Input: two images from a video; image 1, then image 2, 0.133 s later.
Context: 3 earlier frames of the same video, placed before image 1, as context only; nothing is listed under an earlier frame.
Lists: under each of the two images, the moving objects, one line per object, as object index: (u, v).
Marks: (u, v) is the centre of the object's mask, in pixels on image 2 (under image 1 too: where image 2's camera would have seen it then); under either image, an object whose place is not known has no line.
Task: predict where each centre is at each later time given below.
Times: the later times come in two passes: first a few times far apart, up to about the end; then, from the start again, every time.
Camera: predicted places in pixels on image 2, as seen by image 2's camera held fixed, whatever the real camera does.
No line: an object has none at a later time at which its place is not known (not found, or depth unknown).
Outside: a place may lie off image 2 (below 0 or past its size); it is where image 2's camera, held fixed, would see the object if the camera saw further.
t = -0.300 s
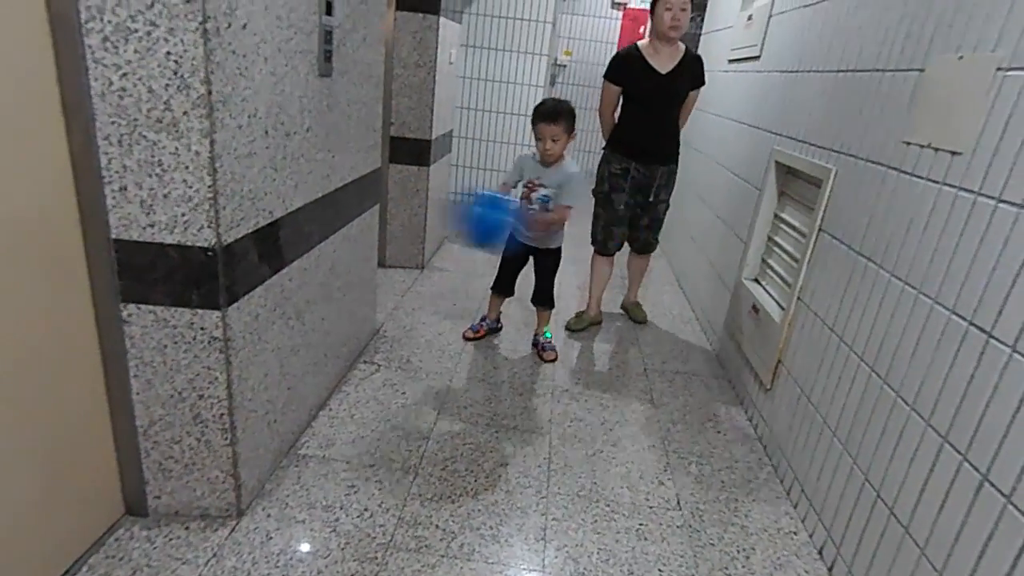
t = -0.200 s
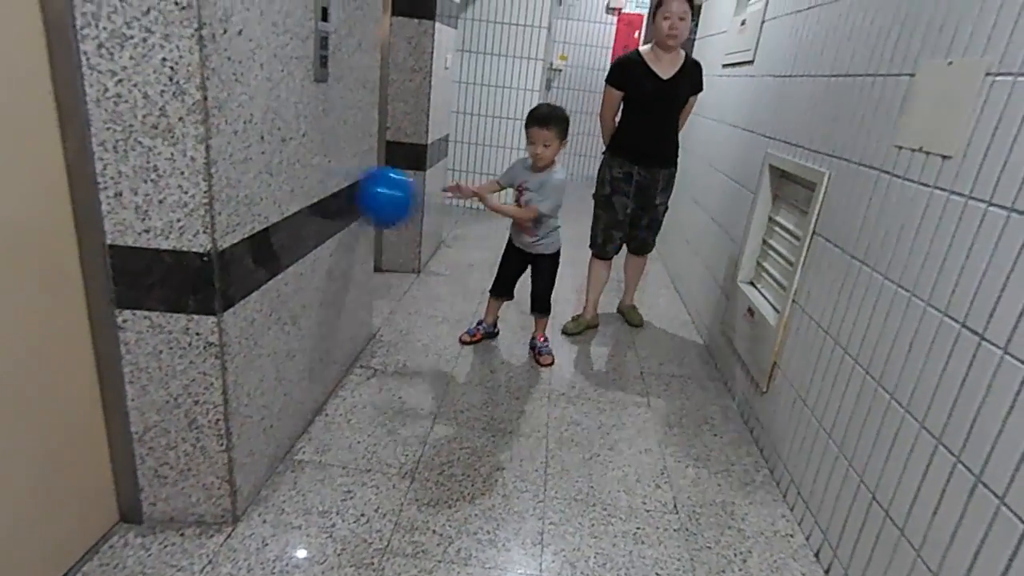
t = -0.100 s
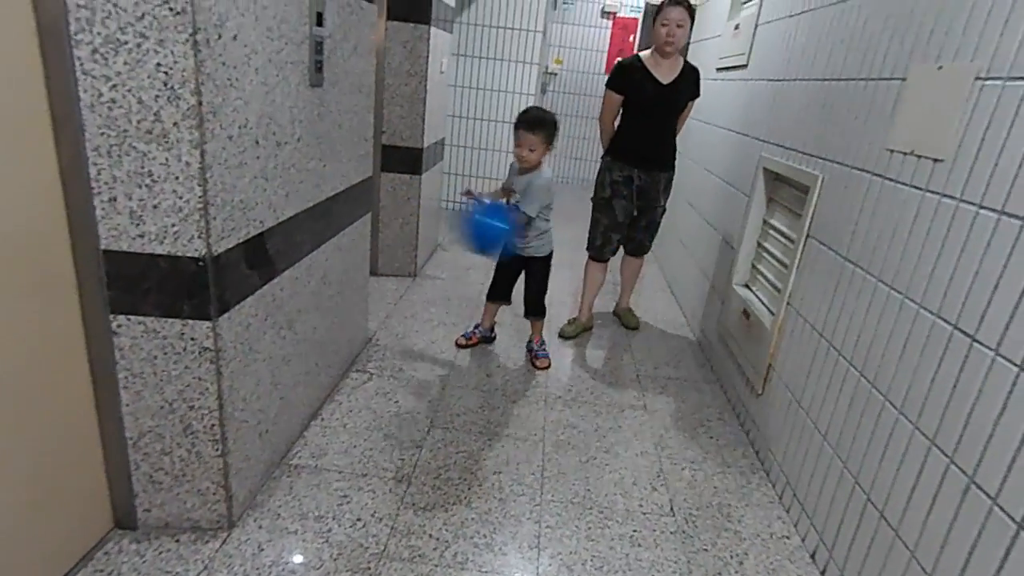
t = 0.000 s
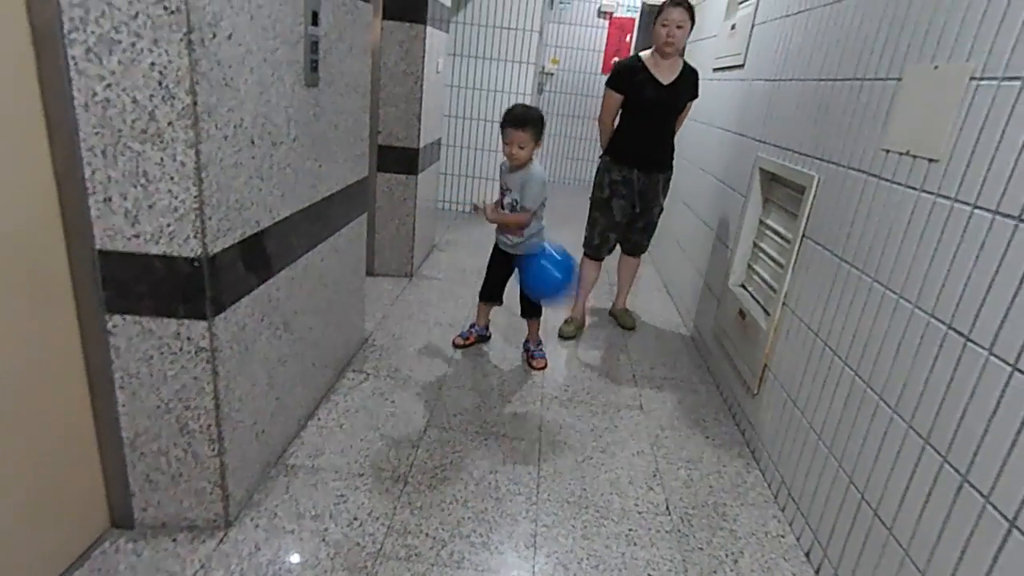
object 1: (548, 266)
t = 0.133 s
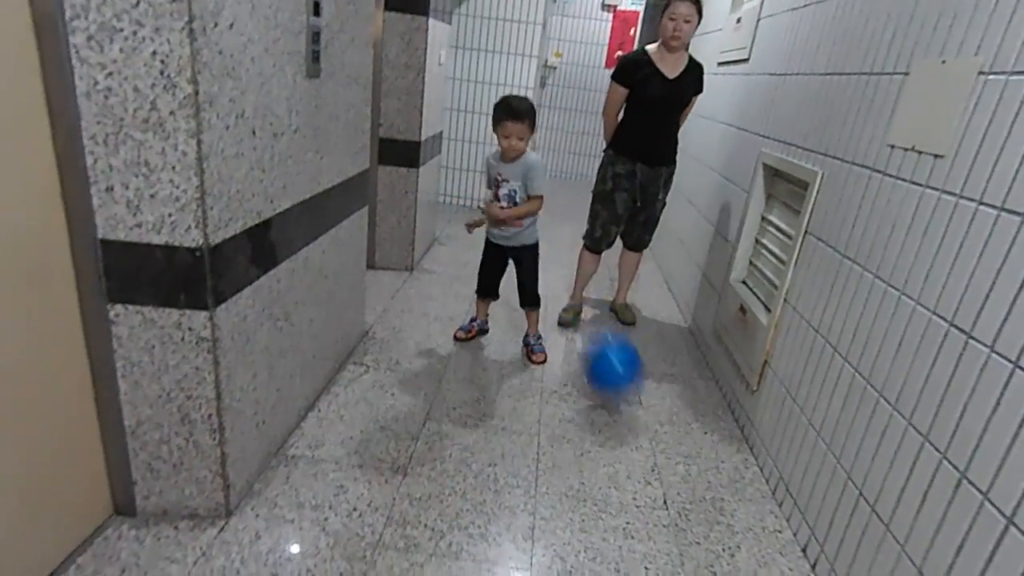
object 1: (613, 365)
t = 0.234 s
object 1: (651, 362)
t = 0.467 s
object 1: (741, 315)
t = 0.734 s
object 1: (771, 400)
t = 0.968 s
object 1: (701, 496)
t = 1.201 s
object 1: (639, 450)
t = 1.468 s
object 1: (517, 574)
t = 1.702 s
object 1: (455, 521)
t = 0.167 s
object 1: (625, 392)
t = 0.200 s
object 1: (637, 379)
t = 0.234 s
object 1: (651, 362)
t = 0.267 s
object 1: (664, 348)
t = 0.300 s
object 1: (677, 337)
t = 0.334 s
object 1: (690, 327)
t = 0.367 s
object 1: (704, 320)
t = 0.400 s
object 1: (715, 315)
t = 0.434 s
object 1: (727, 314)
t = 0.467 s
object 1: (741, 315)
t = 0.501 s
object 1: (752, 318)
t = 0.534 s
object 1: (763, 326)
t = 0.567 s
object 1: (773, 336)
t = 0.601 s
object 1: (783, 350)
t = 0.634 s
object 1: (792, 368)
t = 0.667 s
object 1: (788, 377)
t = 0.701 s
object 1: (781, 386)
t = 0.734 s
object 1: (771, 400)
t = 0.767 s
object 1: (762, 416)
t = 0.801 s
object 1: (751, 435)
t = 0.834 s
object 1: (739, 459)
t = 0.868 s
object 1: (725, 486)
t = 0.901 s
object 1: (712, 515)
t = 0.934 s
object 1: (704, 517)
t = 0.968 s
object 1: (701, 496)
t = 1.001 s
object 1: (696, 481)
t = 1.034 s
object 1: (690, 468)
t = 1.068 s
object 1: (682, 457)
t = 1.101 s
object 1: (673, 450)
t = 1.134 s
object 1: (663, 447)
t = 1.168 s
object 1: (652, 447)
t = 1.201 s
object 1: (639, 450)
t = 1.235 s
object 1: (624, 458)
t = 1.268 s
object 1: (610, 470)
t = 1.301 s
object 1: (595, 486)
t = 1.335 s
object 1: (578, 506)
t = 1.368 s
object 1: (560, 531)
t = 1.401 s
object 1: (541, 560)
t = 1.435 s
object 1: (524, 579)
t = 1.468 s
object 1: (517, 574)
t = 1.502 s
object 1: (510, 562)
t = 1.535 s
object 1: (503, 547)
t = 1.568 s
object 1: (495, 535)
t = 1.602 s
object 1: (487, 526)
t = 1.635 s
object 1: (477, 520)
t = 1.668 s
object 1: (466, 519)
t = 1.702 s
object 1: (455, 521)
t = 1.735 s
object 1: (443, 528)
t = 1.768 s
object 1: (431, 539)
